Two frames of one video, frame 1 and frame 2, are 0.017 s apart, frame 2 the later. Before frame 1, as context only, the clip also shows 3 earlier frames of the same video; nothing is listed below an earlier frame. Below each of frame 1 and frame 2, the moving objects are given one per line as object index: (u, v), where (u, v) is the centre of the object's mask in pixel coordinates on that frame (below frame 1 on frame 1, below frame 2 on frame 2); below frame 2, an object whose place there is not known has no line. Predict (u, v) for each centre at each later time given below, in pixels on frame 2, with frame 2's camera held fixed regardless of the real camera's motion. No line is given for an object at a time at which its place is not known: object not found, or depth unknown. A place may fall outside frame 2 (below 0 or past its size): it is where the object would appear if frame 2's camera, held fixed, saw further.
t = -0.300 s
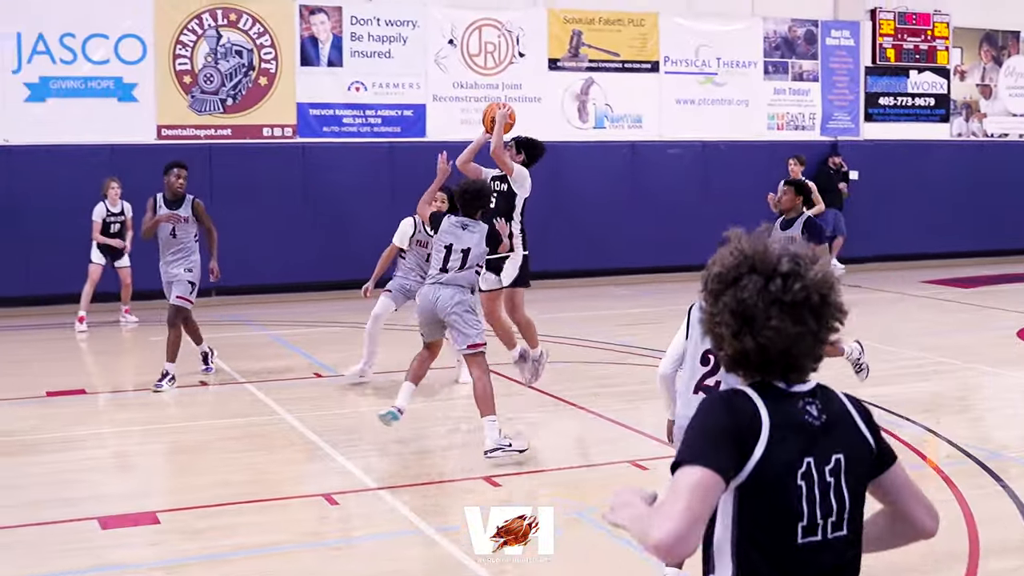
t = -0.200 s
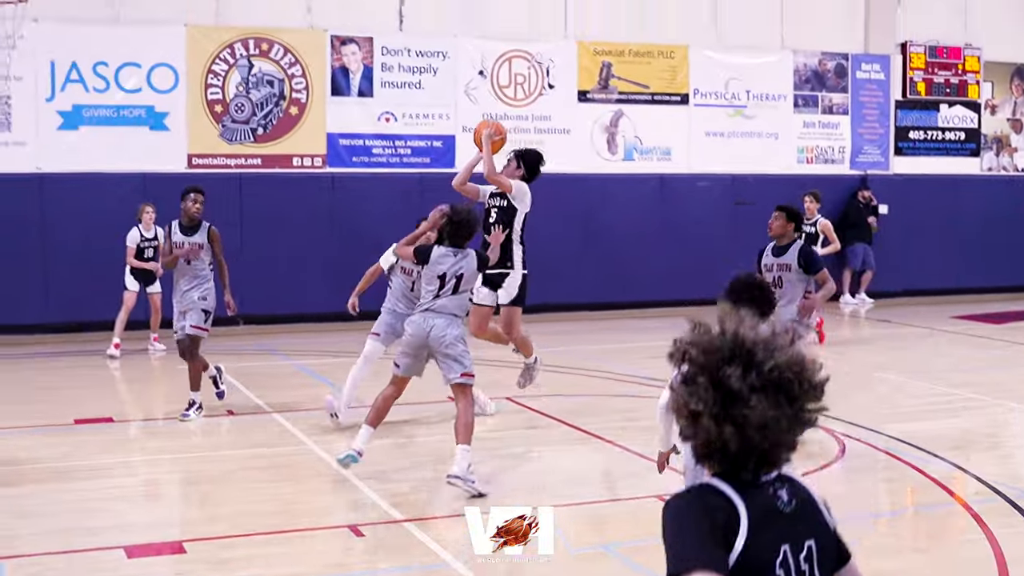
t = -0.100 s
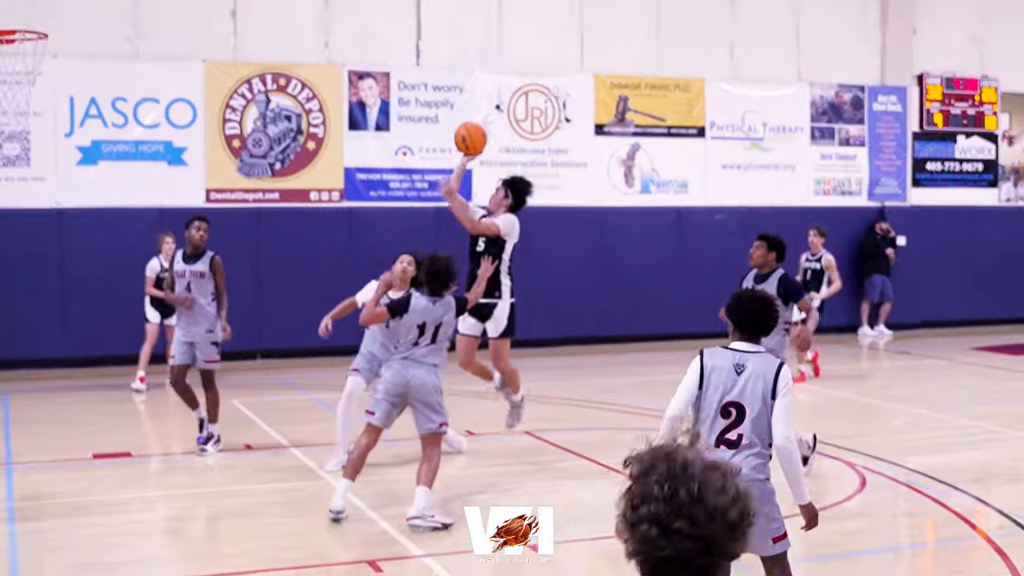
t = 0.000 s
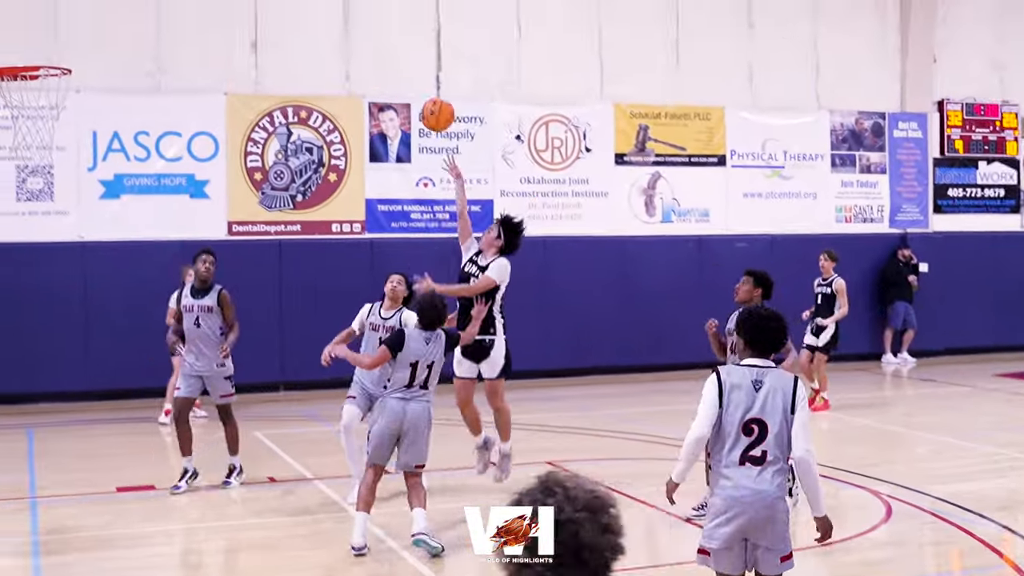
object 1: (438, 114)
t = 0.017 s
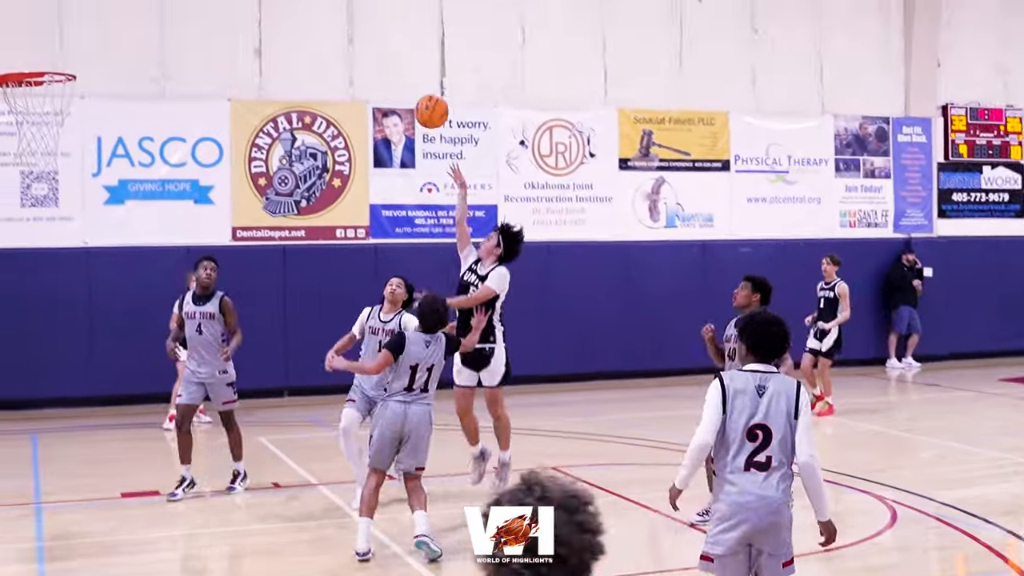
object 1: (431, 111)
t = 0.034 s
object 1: (421, 102)
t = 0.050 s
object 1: (409, 94)
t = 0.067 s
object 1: (400, 87)
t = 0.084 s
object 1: (390, 80)
